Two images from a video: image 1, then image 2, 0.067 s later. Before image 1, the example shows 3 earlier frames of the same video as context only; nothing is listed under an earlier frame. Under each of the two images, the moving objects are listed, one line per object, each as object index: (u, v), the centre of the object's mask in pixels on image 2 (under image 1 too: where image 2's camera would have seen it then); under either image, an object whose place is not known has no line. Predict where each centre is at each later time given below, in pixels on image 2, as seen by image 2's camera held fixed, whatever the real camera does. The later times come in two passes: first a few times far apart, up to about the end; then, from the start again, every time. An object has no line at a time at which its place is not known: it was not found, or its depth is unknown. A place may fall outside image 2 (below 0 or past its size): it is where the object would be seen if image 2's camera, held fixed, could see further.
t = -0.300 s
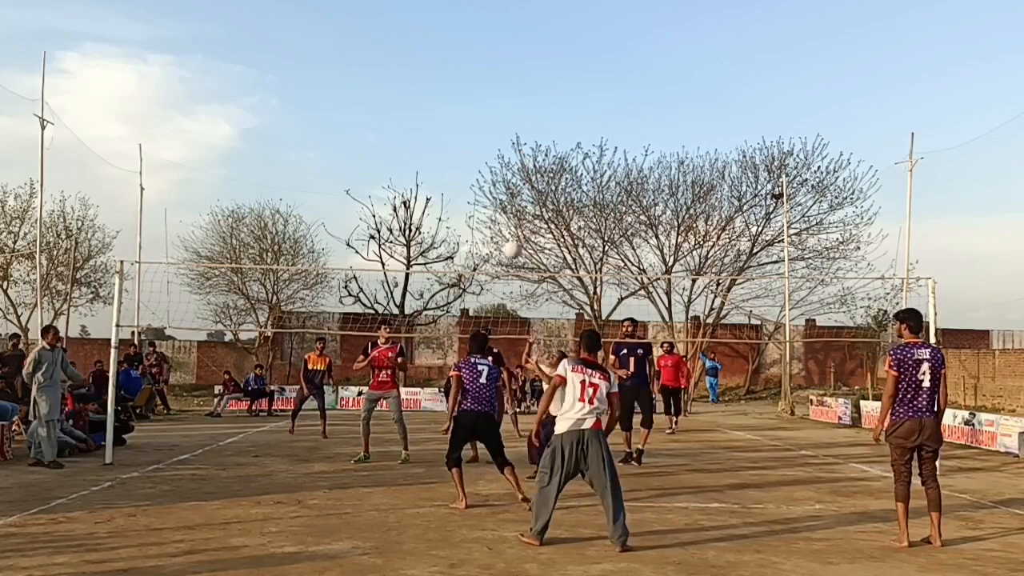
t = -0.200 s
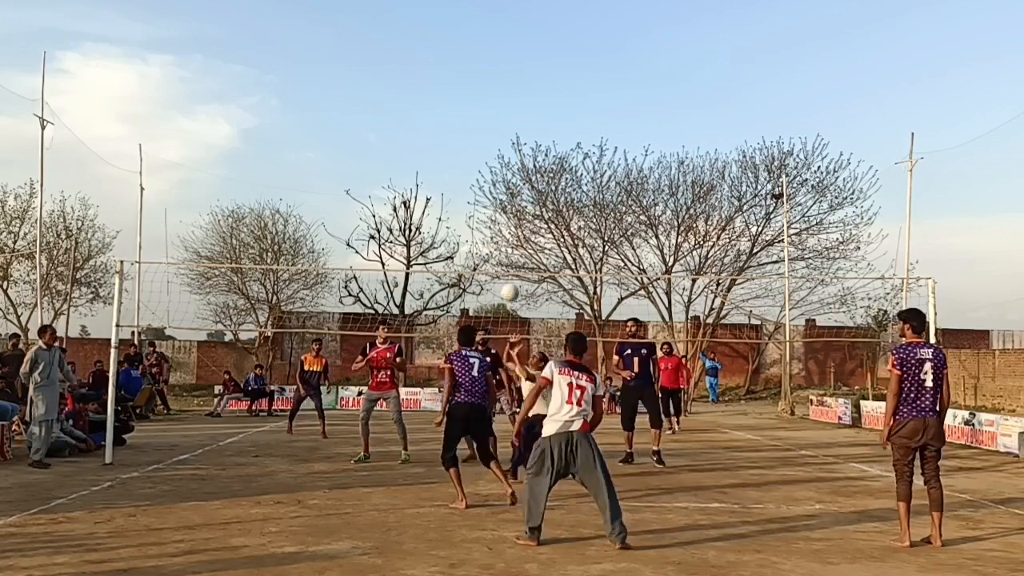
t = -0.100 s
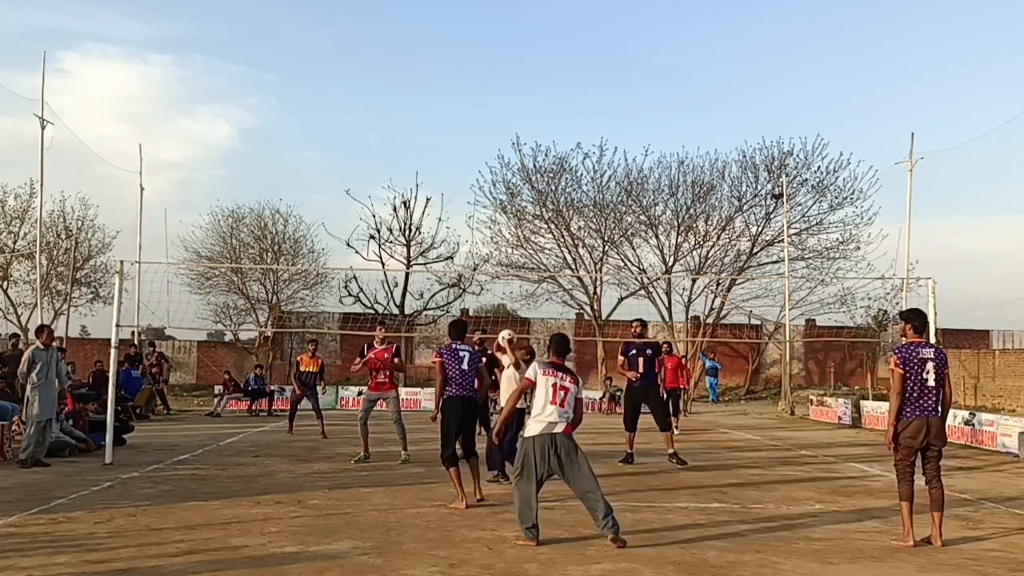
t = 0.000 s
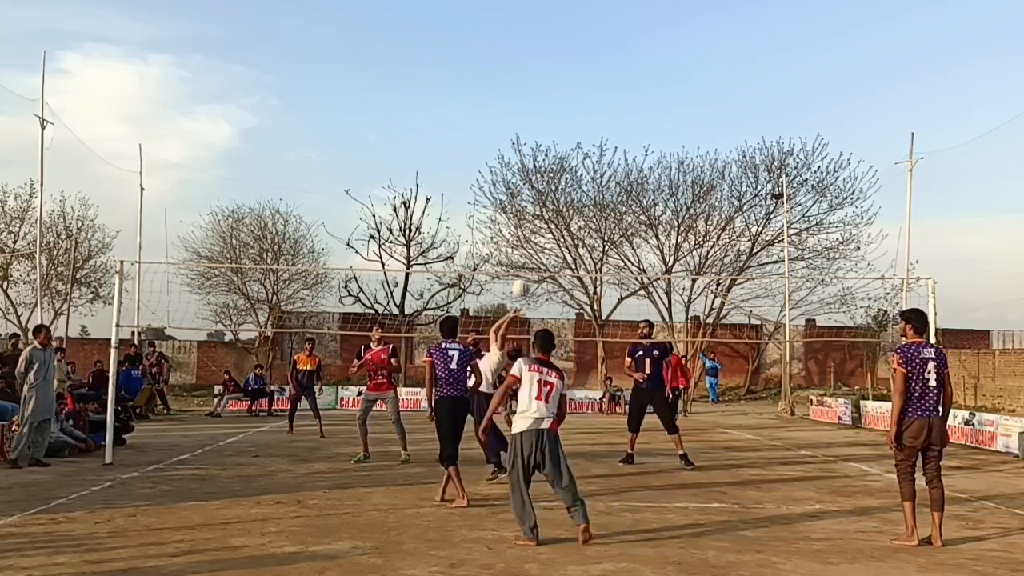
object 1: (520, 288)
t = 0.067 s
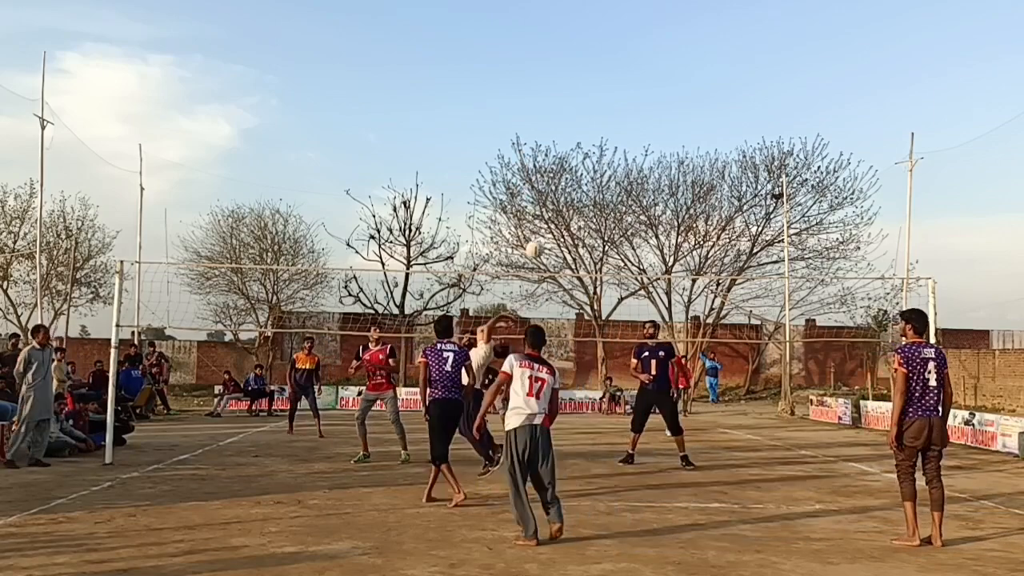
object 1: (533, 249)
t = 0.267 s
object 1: (575, 160)
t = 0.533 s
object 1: (627, 97)
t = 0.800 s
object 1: (677, 95)
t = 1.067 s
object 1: (726, 154)
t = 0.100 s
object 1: (542, 232)
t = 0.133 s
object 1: (548, 215)
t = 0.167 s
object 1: (555, 199)
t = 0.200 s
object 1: (560, 186)
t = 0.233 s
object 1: (568, 172)
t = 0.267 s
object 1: (575, 160)
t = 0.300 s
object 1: (582, 149)
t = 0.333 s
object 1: (589, 138)
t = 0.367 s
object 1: (595, 129)
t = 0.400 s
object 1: (602, 121)
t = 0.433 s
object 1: (608, 113)
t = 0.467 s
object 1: (614, 107)
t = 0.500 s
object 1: (621, 101)
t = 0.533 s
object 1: (627, 97)
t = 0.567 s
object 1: (634, 94)
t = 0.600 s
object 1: (640, 91)
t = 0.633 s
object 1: (646, 89)
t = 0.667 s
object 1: (653, 89)
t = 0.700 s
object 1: (659, 89)
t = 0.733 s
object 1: (665, 90)
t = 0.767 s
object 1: (671, 92)
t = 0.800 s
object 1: (677, 95)
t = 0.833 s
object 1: (683, 99)
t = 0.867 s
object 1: (690, 104)
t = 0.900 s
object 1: (696, 110)
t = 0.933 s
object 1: (702, 117)
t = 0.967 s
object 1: (708, 125)
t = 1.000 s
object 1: (714, 133)
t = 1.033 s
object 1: (721, 144)
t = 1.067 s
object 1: (726, 154)
